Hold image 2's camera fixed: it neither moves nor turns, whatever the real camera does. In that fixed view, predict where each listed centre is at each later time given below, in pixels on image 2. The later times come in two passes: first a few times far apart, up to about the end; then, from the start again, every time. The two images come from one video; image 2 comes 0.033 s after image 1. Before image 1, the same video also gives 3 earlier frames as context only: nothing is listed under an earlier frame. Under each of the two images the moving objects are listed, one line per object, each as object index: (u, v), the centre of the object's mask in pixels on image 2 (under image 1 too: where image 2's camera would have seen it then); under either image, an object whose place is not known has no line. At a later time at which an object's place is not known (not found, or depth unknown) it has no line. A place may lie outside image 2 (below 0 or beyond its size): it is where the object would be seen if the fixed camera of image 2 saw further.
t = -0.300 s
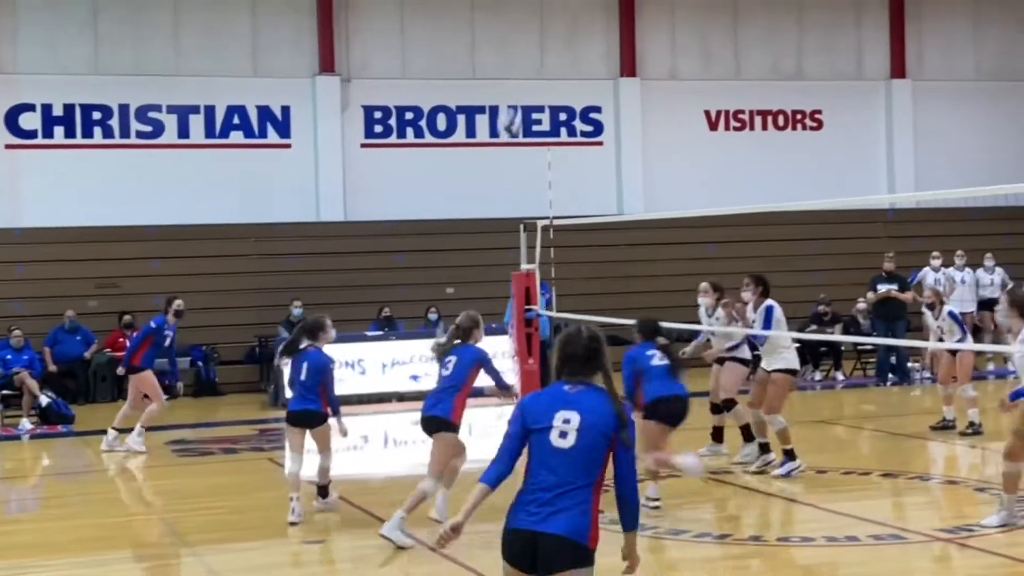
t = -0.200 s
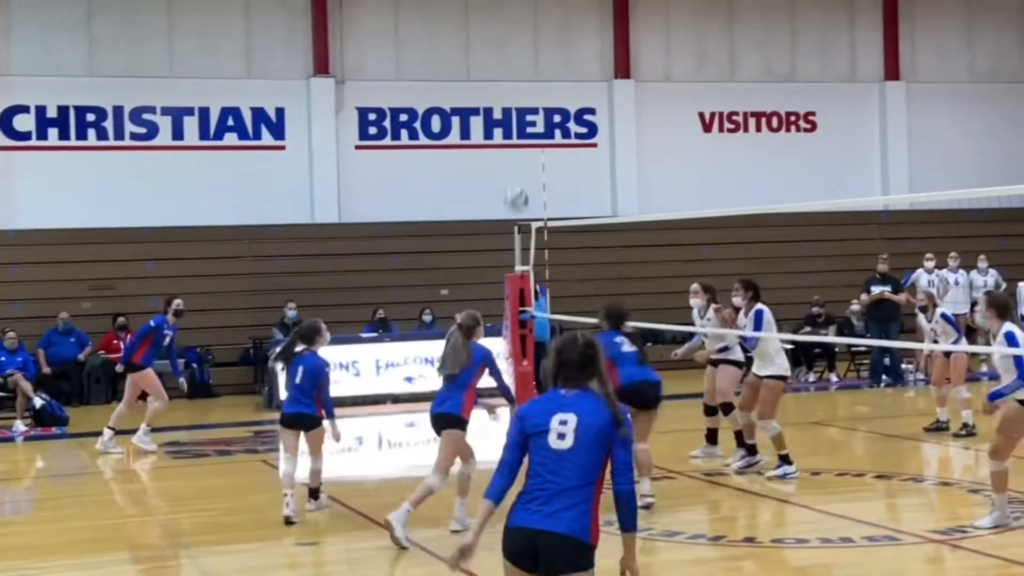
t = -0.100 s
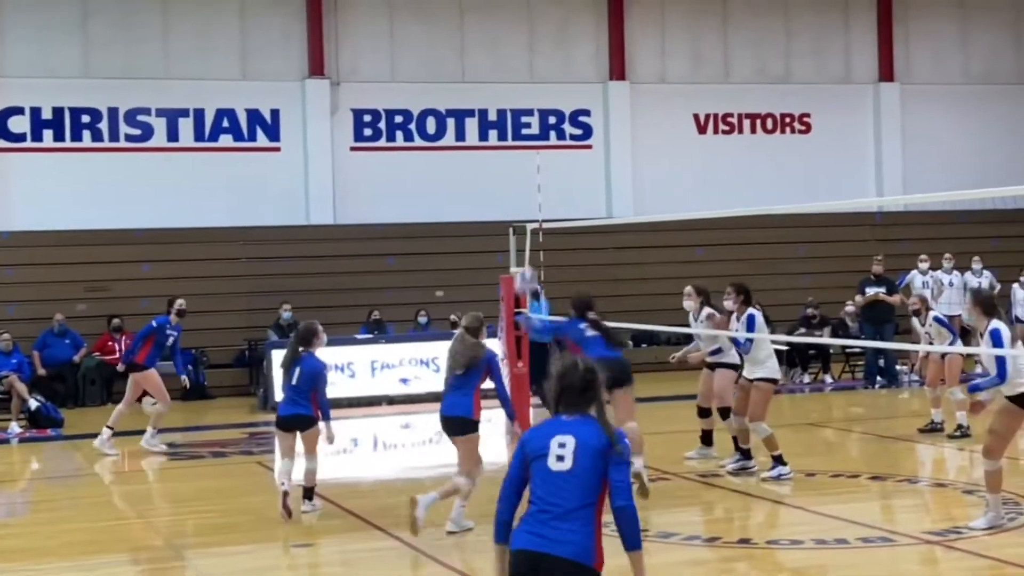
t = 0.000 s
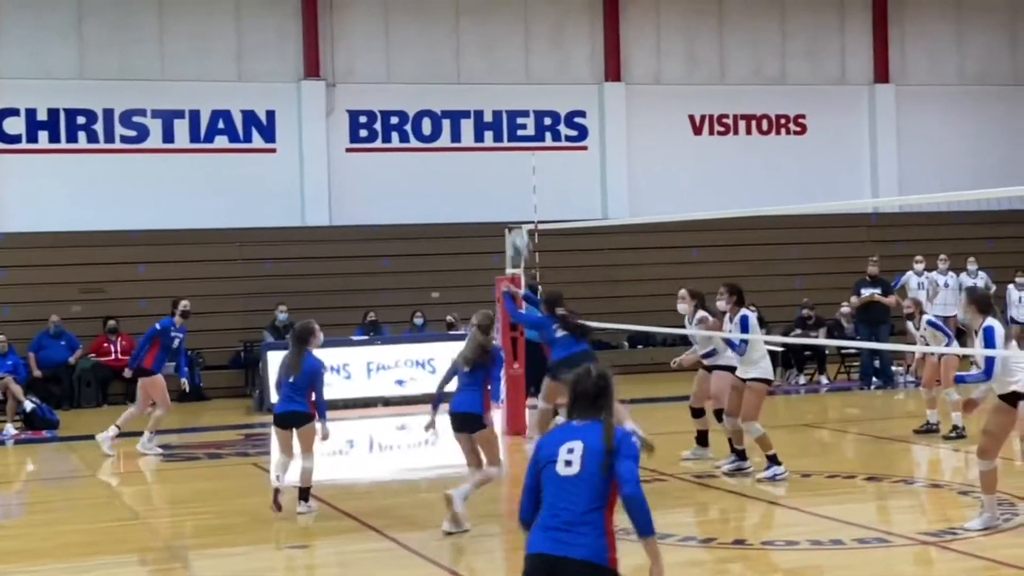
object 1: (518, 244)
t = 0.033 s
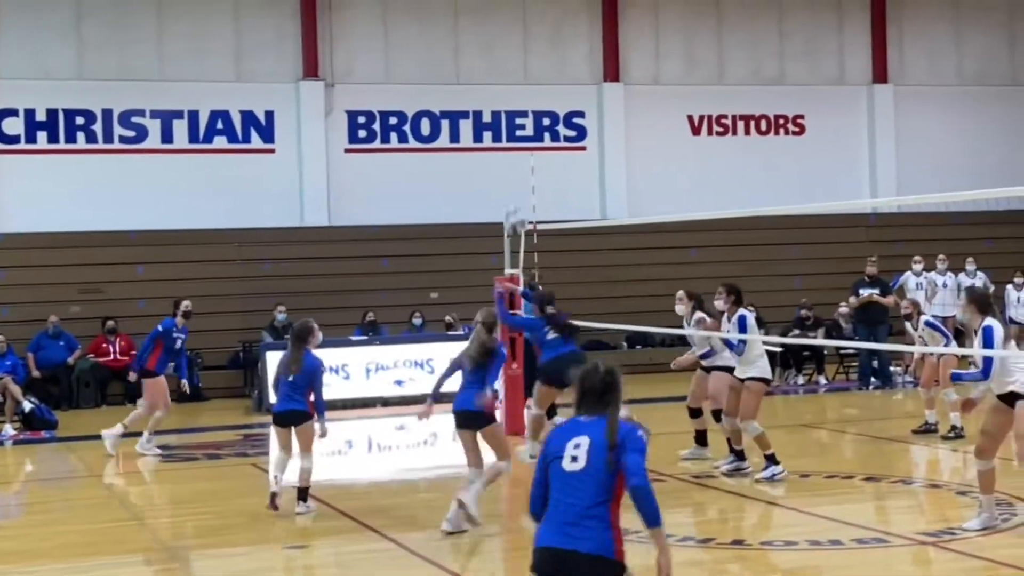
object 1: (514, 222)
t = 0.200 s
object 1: (505, 120)
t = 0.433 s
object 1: (489, 27)
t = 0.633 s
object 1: (477, 4)
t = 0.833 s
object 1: (466, 26)
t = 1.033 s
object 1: (457, 106)
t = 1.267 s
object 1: (448, 258)
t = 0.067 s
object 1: (514, 198)
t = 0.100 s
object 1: (513, 178)
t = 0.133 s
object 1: (509, 155)
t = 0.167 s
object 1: (506, 135)
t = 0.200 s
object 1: (505, 120)
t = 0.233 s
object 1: (503, 103)
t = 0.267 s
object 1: (500, 85)
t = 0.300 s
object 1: (498, 70)
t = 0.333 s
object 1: (496, 57)
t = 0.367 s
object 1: (494, 46)
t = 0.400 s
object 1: (491, 36)
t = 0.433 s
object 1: (489, 27)
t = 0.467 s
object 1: (487, 18)
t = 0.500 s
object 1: (485, 13)
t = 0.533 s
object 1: (483, 9)
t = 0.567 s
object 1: (481, 6)
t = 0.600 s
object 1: (479, 4)
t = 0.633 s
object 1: (477, 4)
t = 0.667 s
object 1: (475, 4)
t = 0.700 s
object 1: (474, 5)
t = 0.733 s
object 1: (471, 7)
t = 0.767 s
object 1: (470, 13)
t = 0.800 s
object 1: (467, 18)
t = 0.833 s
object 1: (466, 26)
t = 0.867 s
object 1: (464, 34)
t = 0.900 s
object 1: (463, 44)
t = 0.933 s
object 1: (461, 56)
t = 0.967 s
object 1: (460, 70)
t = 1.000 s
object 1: (458, 85)
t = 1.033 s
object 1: (457, 106)
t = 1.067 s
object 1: (456, 121)
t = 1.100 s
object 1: (455, 140)
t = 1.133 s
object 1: (454, 161)
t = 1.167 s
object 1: (453, 184)
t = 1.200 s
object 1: (449, 209)
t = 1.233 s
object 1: (449, 234)
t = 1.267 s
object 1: (448, 258)
